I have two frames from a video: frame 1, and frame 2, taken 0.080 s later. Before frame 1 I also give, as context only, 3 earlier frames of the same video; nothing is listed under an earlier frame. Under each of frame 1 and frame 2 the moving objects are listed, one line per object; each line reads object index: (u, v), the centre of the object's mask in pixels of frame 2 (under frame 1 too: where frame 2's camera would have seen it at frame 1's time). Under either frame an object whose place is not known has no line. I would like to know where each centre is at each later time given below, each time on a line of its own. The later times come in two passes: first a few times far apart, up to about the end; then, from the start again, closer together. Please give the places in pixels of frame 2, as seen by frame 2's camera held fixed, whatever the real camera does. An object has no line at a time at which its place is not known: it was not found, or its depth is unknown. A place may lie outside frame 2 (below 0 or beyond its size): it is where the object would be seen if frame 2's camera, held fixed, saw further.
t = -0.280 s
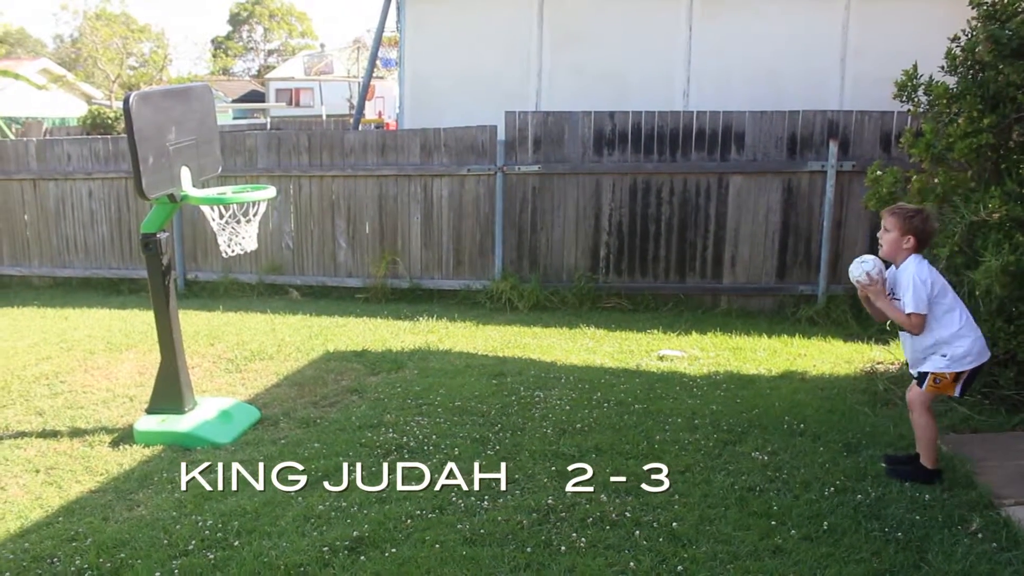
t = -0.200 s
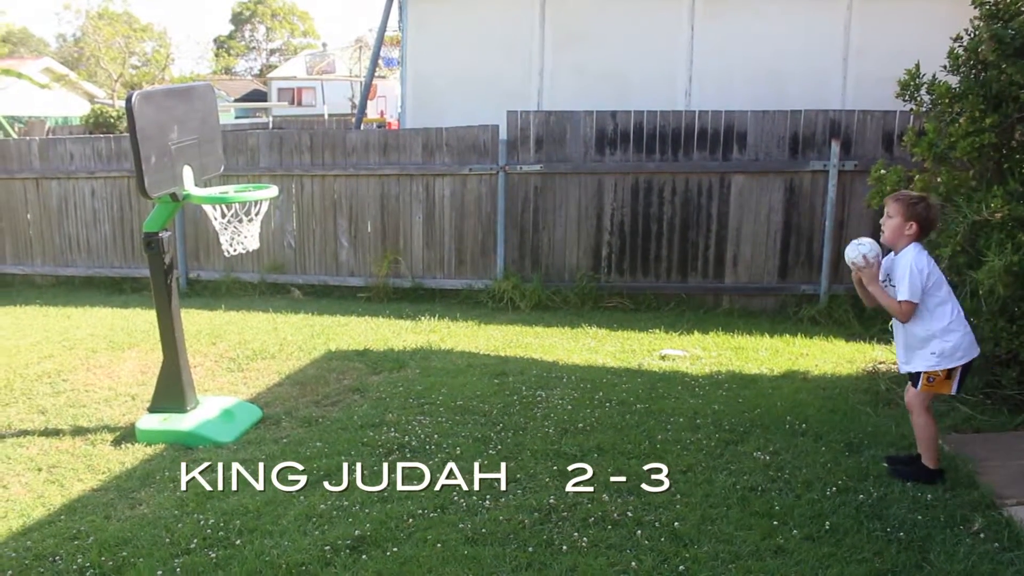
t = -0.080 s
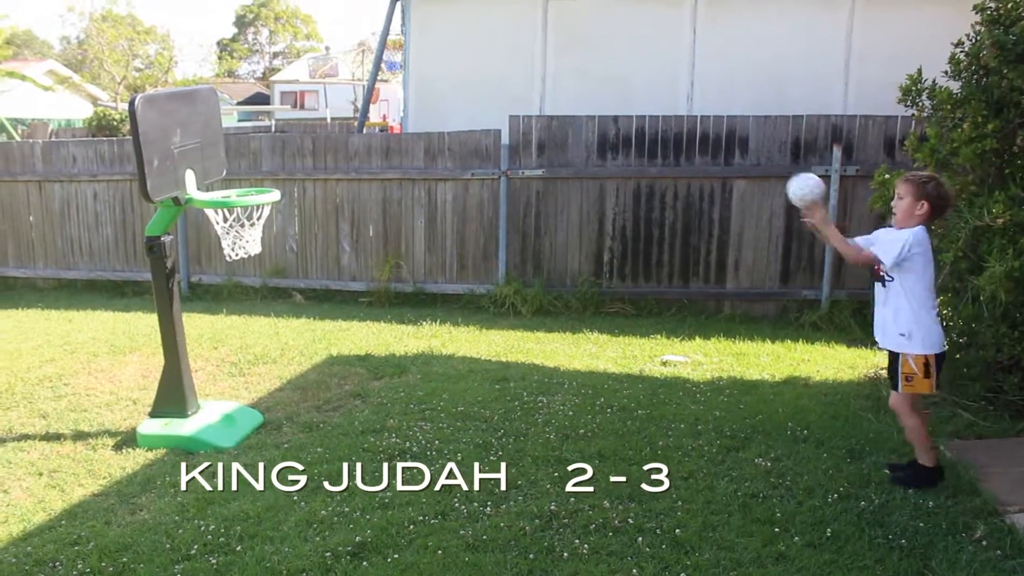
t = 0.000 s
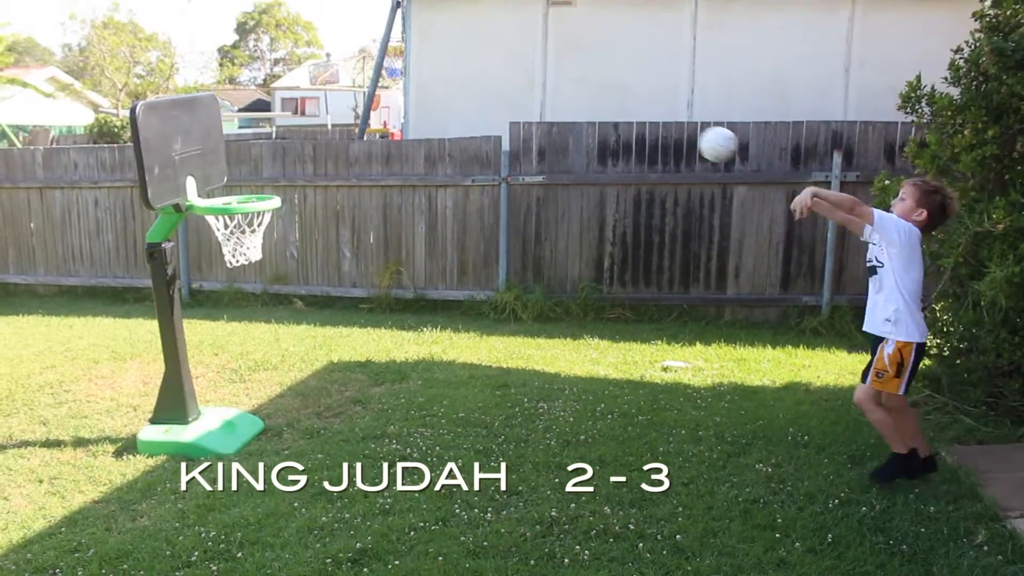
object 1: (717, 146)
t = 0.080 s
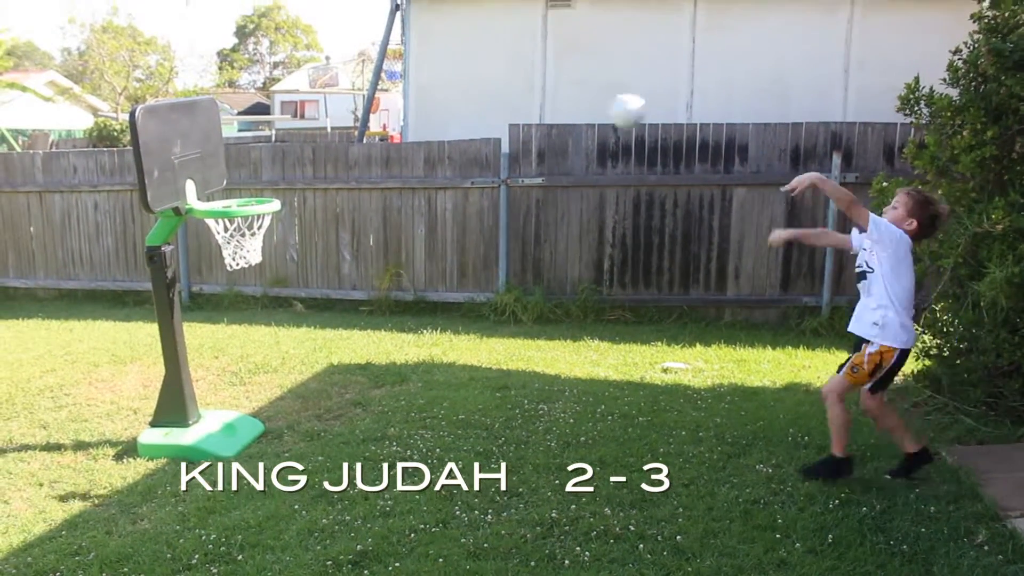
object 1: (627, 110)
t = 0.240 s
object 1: (458, 95)
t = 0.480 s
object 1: (230, 192)
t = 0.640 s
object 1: (247, 207)
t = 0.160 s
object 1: (541, 95)
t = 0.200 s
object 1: (499, 93)
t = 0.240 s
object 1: (458, 95)
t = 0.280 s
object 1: (416, 102)
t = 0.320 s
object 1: (380, 113)
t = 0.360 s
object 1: (336, 127)
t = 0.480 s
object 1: (230, 192)
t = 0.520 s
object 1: (216, 202)
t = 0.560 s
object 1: (222, 201)
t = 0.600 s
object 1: (234, 201)
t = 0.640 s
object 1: (247, 207)
